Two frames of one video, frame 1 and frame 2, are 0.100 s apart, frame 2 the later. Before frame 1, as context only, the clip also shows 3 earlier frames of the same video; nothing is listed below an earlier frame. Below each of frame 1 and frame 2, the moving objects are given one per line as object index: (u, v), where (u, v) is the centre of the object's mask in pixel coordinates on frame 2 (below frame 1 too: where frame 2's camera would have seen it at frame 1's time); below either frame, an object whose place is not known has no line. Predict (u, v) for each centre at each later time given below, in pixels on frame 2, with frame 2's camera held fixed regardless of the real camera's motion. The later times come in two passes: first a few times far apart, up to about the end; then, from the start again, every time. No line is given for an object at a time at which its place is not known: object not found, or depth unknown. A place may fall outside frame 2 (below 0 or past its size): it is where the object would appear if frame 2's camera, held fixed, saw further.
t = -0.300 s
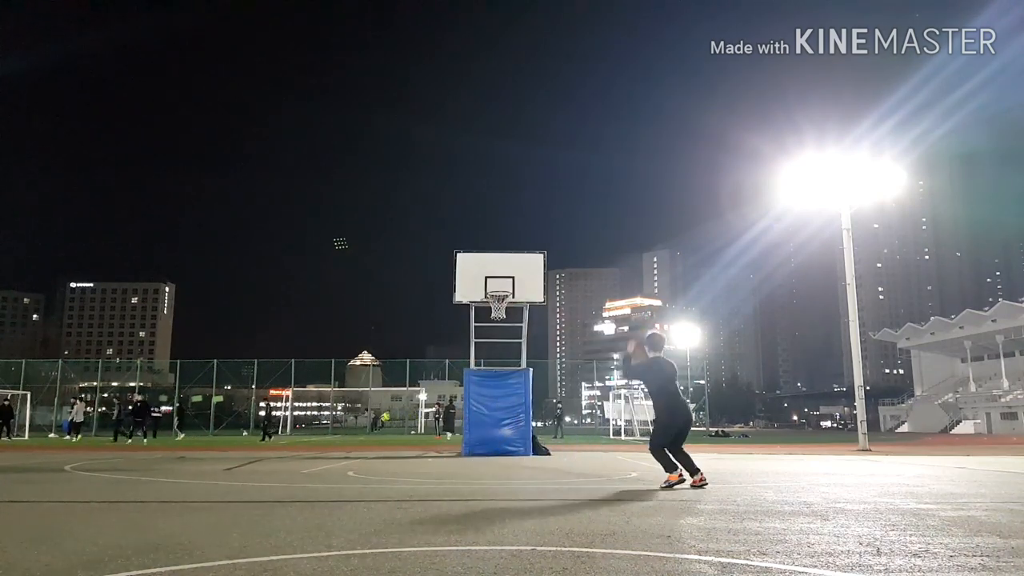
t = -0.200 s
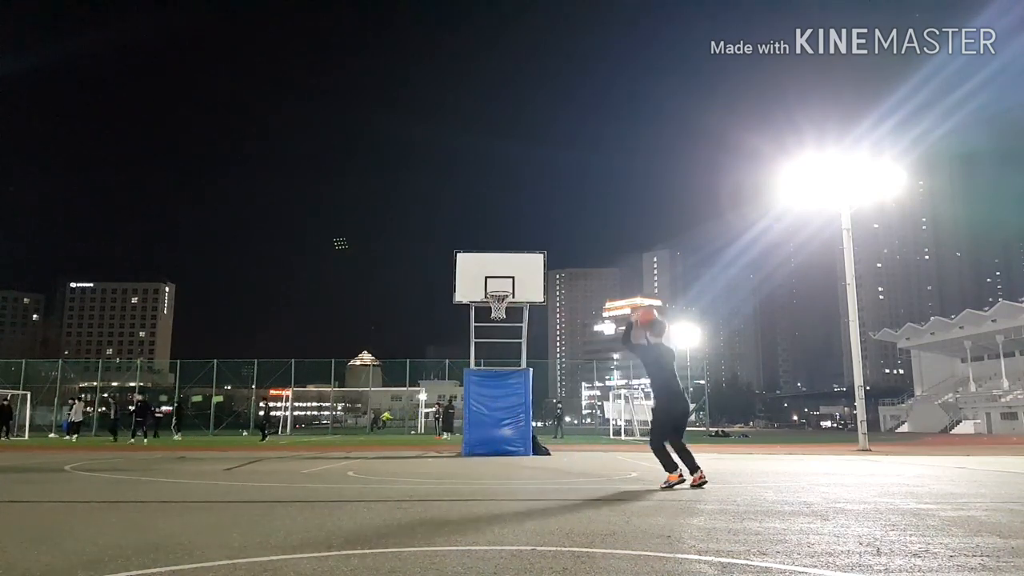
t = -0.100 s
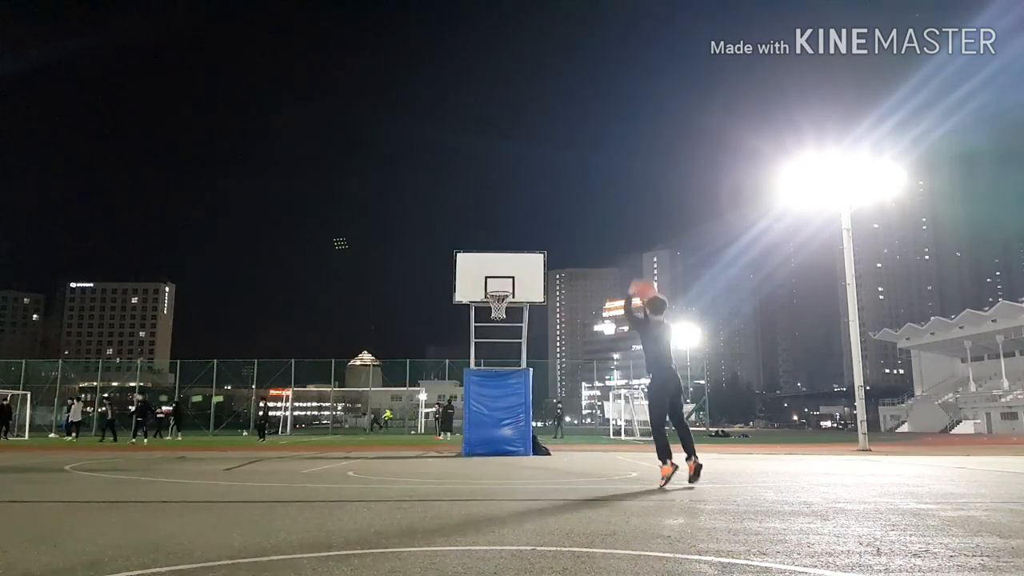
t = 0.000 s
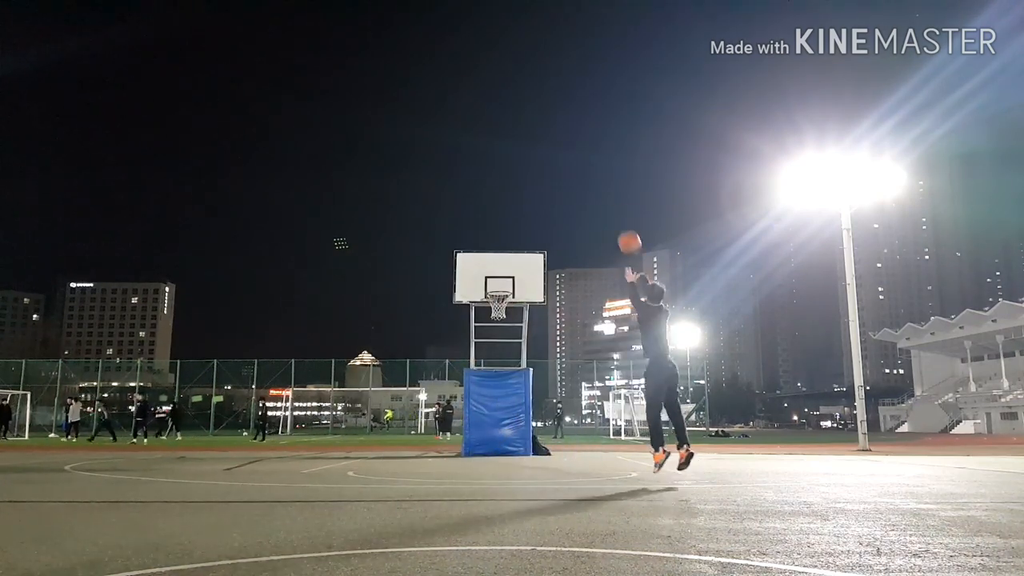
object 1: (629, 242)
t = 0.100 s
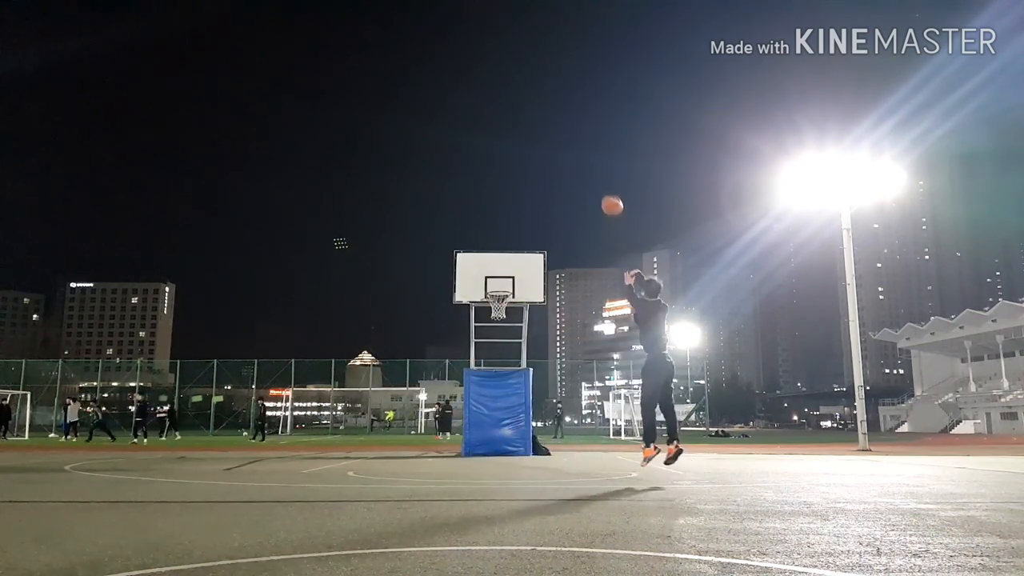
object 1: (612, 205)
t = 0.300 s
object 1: (583, 163)
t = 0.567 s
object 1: (553, 155)
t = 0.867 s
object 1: (526, 194)
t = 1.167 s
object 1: (504, 270)
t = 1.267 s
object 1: (498, 298)
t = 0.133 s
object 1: (606, 195)
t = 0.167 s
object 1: (602, 186)
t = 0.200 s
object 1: (597, 179)
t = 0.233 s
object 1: (592, 172)
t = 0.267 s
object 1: (588, 167)
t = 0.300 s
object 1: (583, 163)
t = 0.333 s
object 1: (579, 159)
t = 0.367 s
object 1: (575, 156)
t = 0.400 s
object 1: (571, 154)
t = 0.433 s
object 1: (567, 153)
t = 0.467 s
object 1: (564, 153)
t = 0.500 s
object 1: (560, 153)
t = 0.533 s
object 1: (557, 153)
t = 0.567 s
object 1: (553, 155)
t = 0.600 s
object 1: (550, 157)
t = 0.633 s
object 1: (547, 160)
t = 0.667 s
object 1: (544, 163)
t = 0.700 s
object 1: (540, 167)
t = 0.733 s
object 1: (537, 172)
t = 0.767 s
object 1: (535, 176)
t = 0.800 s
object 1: (532, 182)
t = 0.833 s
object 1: (529, 188)
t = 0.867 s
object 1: (526, 194)
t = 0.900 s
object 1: (524, 201)
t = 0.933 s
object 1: (521, 208)
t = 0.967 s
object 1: (519, 216)
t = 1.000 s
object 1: (516, 224)
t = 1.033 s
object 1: (514, 232)
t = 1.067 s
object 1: (511, 241)
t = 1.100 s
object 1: (509, 249)
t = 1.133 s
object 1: (506, 260)
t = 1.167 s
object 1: (504, 270)
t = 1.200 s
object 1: (503, 281)
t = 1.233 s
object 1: (499, 288)
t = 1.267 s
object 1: (498, 298)
